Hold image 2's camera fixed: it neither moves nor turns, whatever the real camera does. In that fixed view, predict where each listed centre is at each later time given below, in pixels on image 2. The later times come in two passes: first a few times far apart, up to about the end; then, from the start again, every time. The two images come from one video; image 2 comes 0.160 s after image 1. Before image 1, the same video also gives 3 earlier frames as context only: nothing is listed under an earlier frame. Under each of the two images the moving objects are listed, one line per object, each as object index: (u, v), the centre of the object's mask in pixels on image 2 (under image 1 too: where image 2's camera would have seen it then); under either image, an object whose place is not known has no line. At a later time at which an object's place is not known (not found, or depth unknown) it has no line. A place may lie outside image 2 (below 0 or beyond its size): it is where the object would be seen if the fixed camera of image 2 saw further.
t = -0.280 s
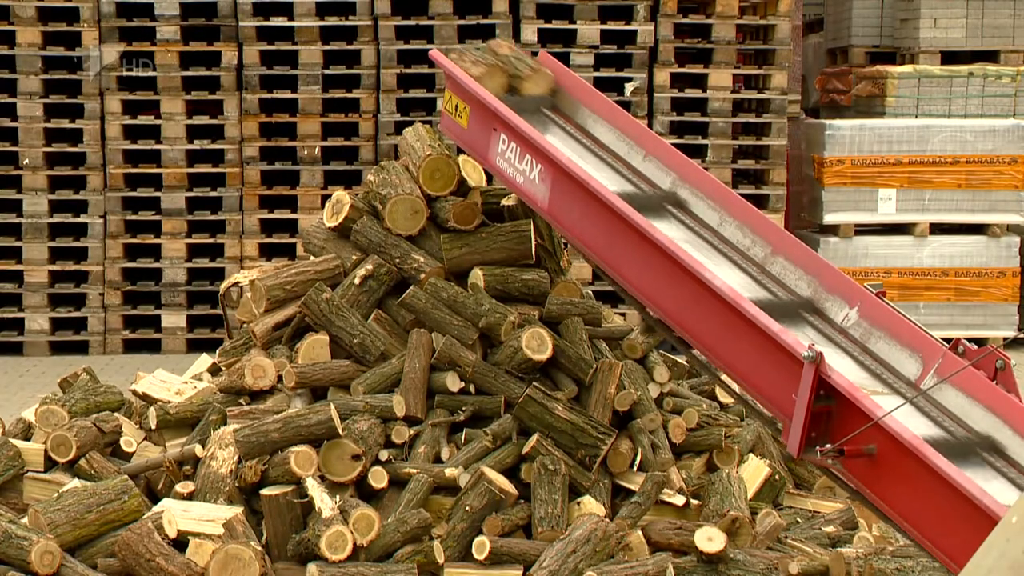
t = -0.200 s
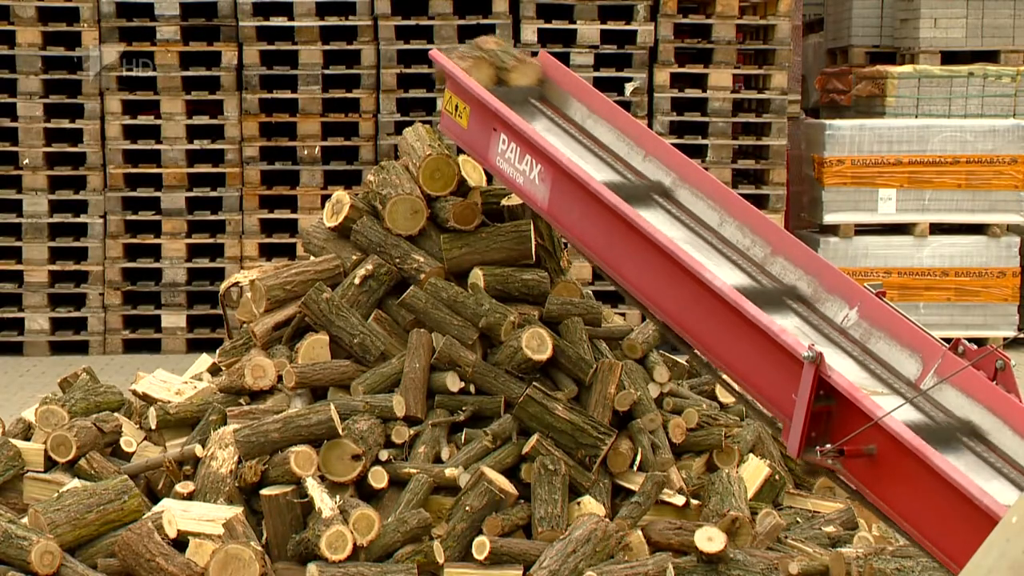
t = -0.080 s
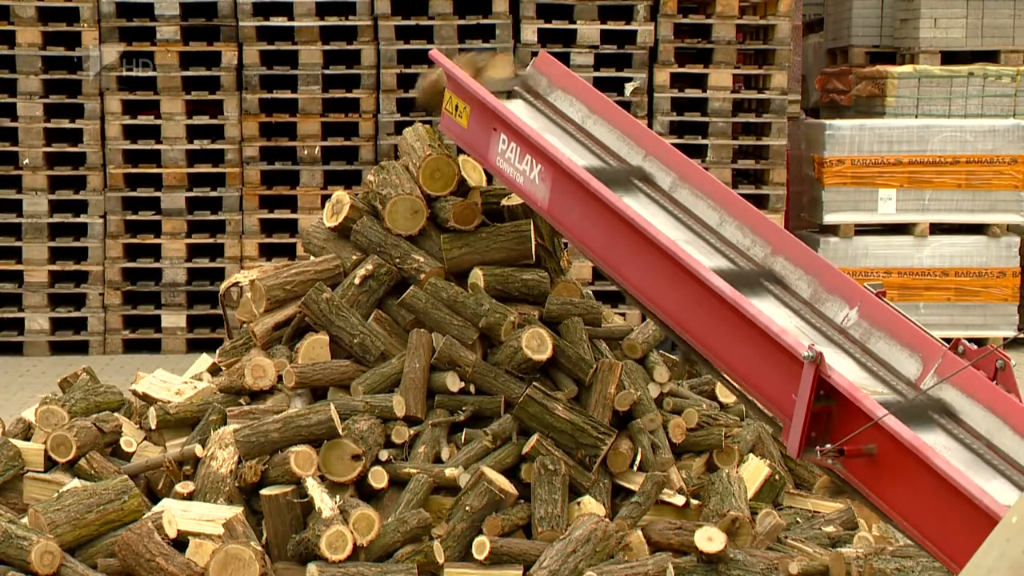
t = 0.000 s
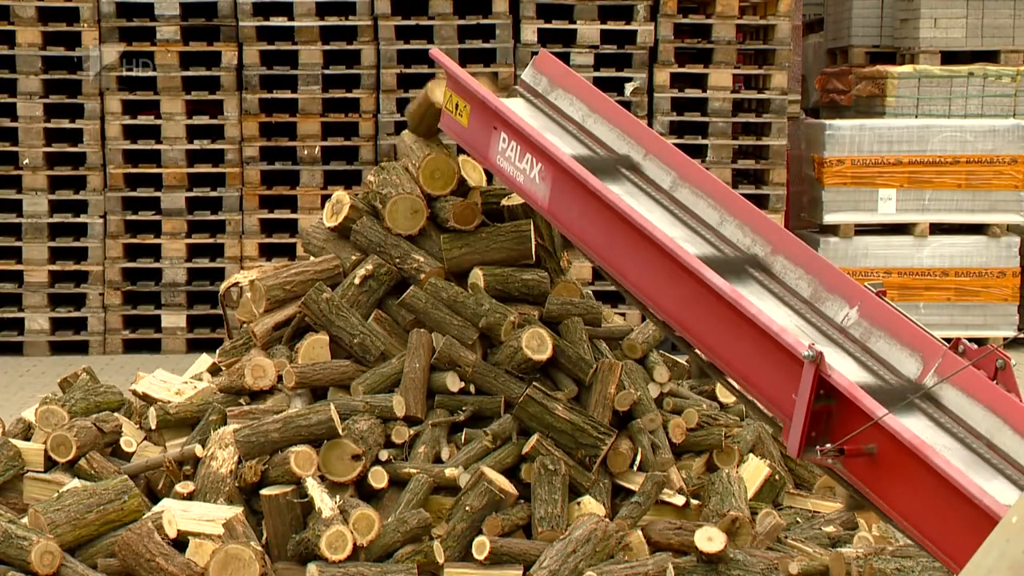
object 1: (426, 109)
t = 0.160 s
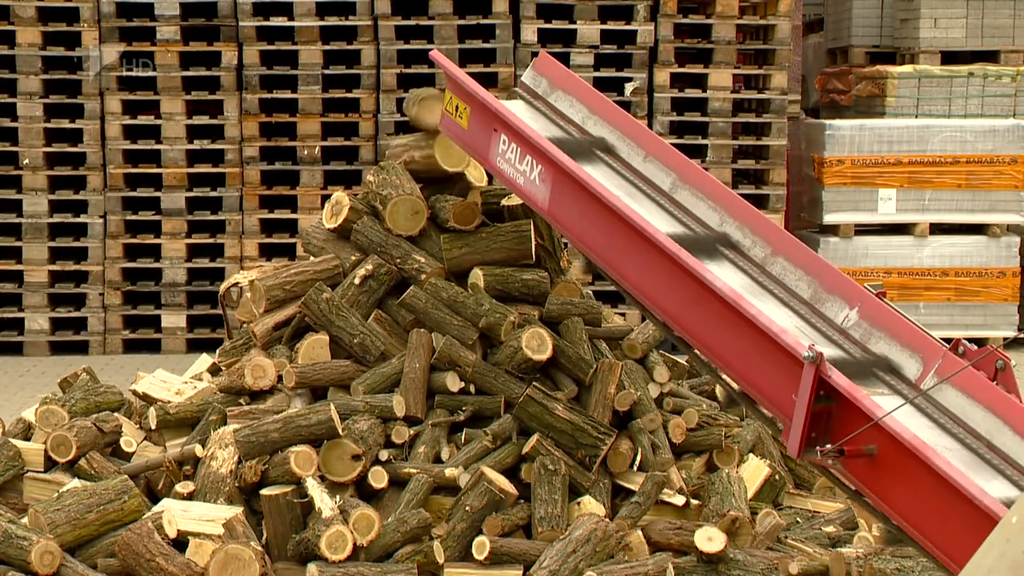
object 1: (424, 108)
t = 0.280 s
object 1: (423, 130)
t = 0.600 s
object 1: (411, 146)
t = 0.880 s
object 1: (434, 164)
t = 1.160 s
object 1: (485, 187)
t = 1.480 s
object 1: (510, 234)
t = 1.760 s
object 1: (544, 297)
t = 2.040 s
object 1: (591, 330)
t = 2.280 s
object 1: (604, 344)
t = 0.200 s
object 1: (424, 110)
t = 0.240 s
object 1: (424, 122)
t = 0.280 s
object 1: (423, 130)
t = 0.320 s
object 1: (416, 140)
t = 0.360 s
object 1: (413, 147)
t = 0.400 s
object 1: (412, 147)
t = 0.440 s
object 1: (412, 146)
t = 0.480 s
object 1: (411, 147)
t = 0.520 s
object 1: (410, 147)
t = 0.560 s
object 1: (411, 147)
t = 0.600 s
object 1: (411, 146)
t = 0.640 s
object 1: (412, 147)
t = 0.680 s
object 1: (415, 146)
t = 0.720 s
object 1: (417, 147)
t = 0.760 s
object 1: (421, 151)
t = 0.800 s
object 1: (425, 155)
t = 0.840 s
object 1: (428, 159)
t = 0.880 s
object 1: (434, 164)
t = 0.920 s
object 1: (438, 170)
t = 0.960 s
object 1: (449, 177)
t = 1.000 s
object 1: (456, 179)
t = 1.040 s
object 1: (462, 178)
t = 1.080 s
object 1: (469, 179)
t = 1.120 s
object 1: (478, 182)
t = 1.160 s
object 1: (485, 187)
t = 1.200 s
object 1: (492, 194)
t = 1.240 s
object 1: (495, 198)
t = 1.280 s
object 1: (497, 201)
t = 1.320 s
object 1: (500, 204)
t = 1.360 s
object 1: (502, 207)
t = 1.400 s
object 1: (505, 210)
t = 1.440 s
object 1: (510, 225)
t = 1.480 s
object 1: (510, 234)
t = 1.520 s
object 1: (513, 265)
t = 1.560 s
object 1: (515, 286)
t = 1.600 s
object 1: (520, 292)
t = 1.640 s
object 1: (525, 294)
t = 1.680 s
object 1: (531, 294)
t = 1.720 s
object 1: (538, 296)
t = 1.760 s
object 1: (544, 297)
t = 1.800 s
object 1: (549, 298)
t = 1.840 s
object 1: (558, 301)
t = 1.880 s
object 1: (564, 306)
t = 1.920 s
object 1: (573, 316)
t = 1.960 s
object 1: (579, 321)
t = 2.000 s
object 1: (586, 331)
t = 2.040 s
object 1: (591, 330)
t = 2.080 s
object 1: (595, 333)
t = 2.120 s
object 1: (599, 336)
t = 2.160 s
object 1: (601, 342)
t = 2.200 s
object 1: (602, 343)
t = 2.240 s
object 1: (603, 344)
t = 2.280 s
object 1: (604, 344)
